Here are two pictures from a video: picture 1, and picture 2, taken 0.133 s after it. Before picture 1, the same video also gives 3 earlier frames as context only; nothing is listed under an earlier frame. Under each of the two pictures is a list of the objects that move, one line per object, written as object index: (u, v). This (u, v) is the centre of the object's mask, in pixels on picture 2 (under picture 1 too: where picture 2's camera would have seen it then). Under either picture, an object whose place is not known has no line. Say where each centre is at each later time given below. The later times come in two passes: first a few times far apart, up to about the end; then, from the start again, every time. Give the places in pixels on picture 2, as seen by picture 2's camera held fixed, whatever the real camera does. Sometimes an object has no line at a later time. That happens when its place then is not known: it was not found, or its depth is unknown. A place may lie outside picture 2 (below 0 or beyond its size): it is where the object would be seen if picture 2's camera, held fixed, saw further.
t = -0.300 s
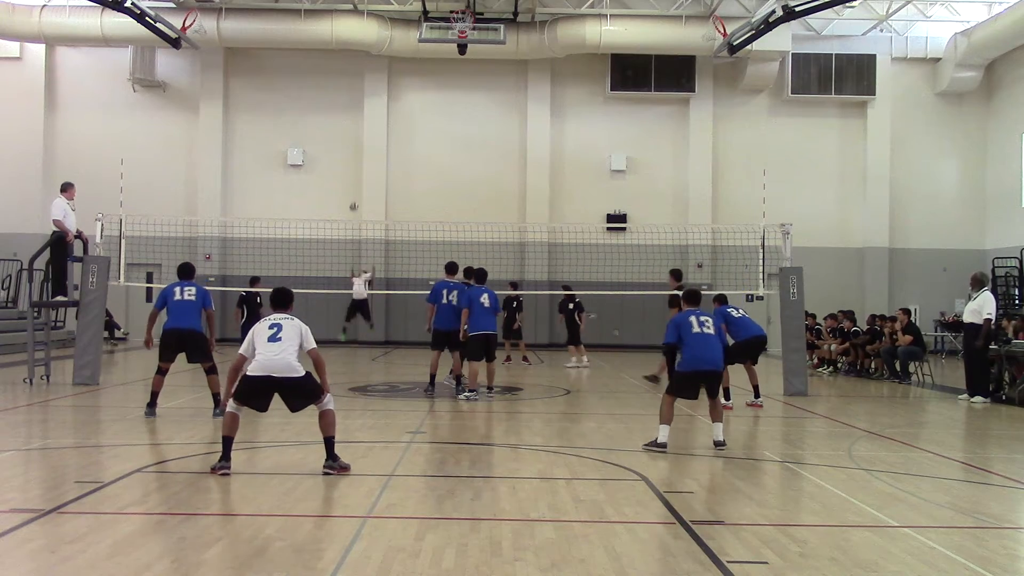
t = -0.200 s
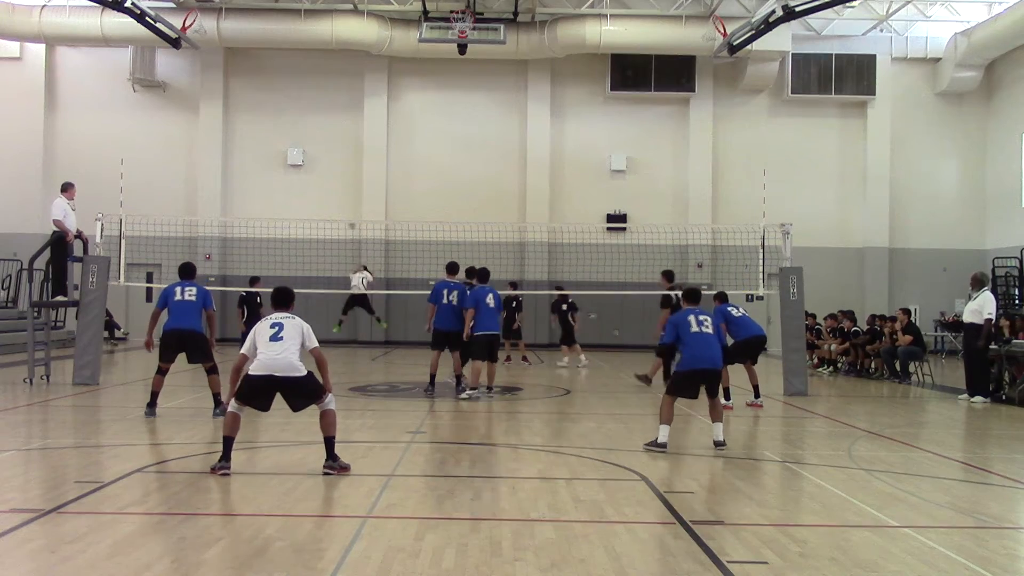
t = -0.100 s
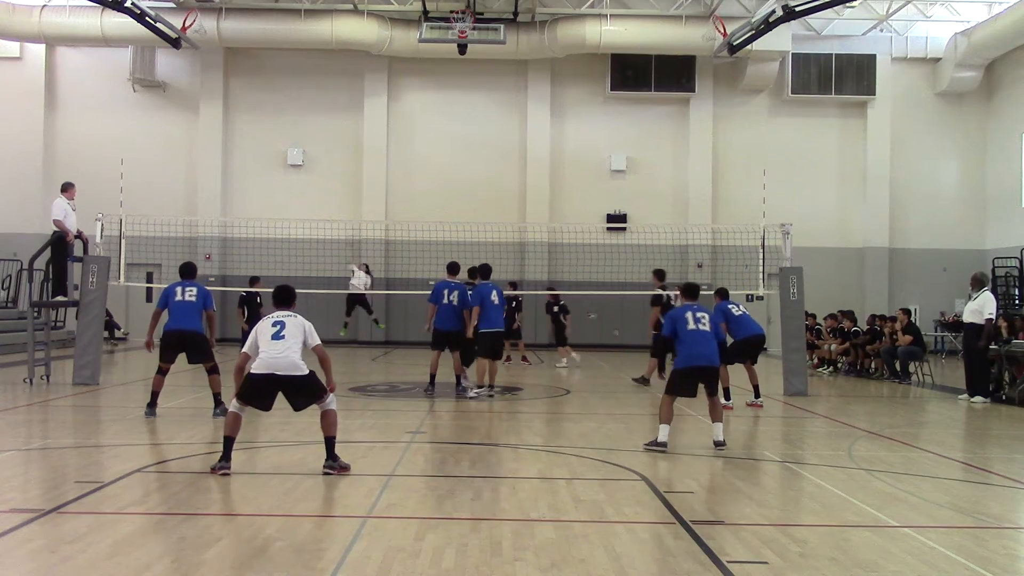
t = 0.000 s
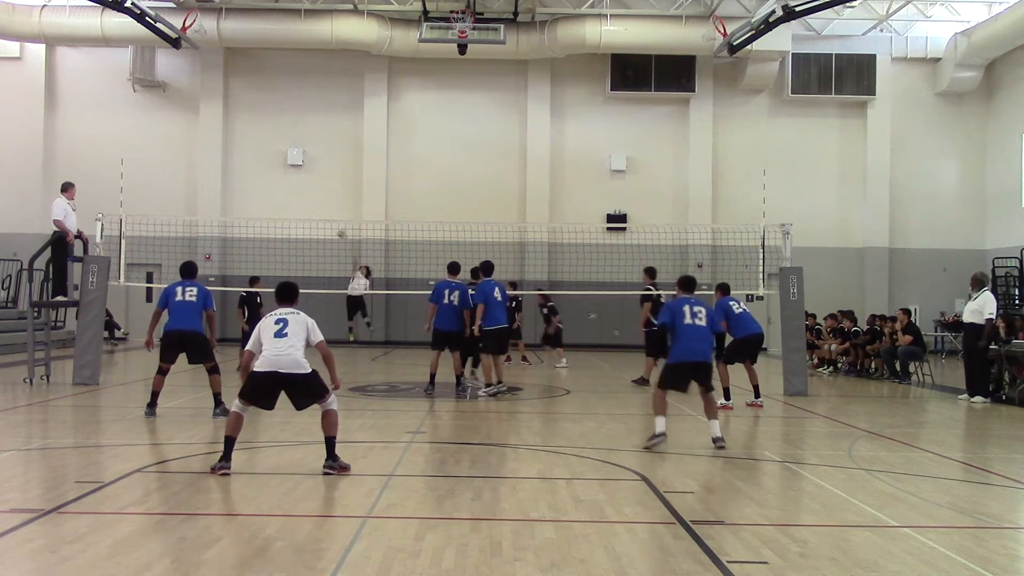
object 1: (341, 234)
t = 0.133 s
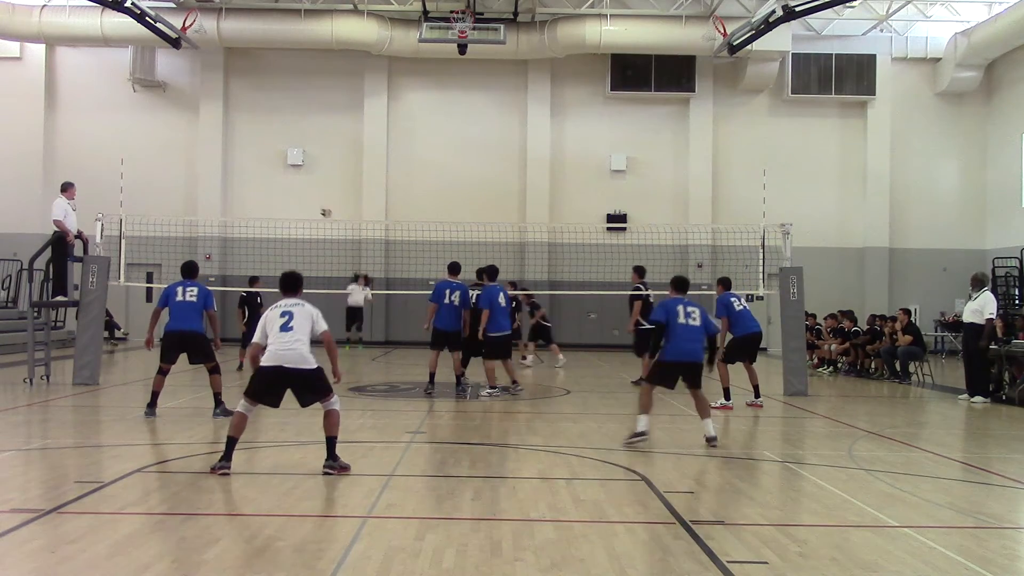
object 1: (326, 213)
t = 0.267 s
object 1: (308, 198)
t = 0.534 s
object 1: (254, 204)
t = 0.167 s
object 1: (322, 208)
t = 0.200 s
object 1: (317, 203)
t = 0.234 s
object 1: (313, 200)
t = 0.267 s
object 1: (308, 198)
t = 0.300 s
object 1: (303, 196)
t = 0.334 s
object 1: (298, 195)
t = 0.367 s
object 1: (291, 194)
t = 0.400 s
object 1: (285, 194)
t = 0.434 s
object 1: (278, 195)
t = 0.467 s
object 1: (271, 197)
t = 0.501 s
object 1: (263, 201)
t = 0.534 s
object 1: (254, 204)
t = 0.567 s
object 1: (245, 210)
